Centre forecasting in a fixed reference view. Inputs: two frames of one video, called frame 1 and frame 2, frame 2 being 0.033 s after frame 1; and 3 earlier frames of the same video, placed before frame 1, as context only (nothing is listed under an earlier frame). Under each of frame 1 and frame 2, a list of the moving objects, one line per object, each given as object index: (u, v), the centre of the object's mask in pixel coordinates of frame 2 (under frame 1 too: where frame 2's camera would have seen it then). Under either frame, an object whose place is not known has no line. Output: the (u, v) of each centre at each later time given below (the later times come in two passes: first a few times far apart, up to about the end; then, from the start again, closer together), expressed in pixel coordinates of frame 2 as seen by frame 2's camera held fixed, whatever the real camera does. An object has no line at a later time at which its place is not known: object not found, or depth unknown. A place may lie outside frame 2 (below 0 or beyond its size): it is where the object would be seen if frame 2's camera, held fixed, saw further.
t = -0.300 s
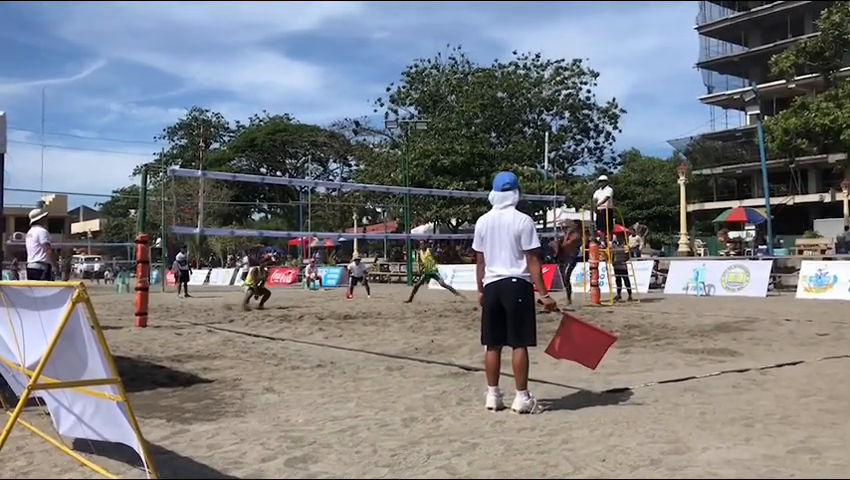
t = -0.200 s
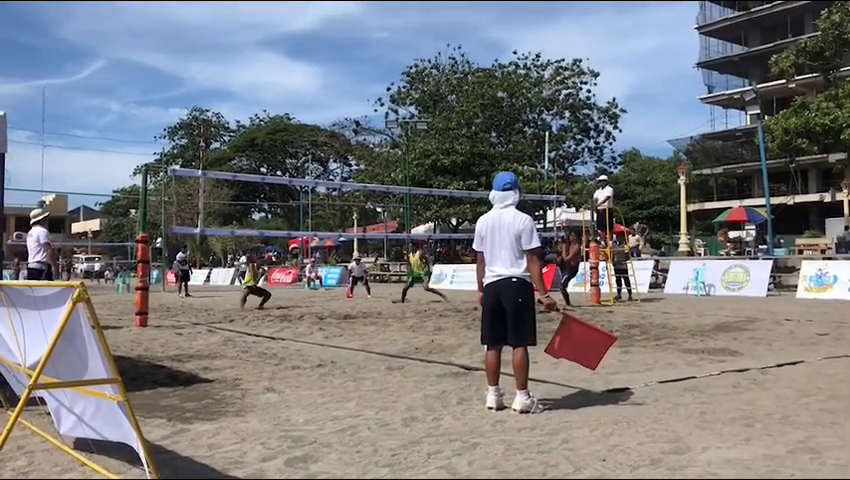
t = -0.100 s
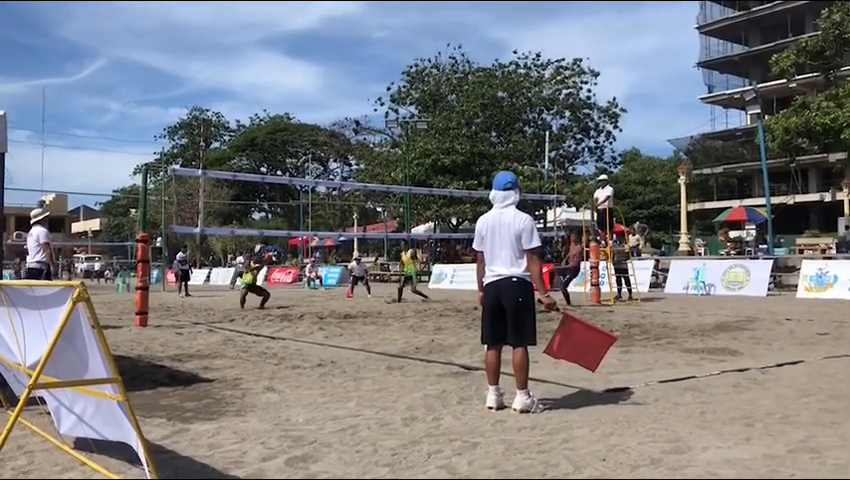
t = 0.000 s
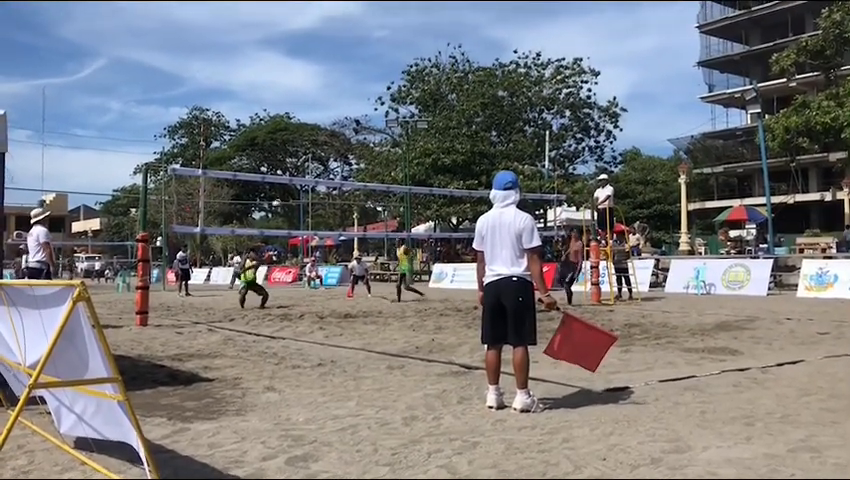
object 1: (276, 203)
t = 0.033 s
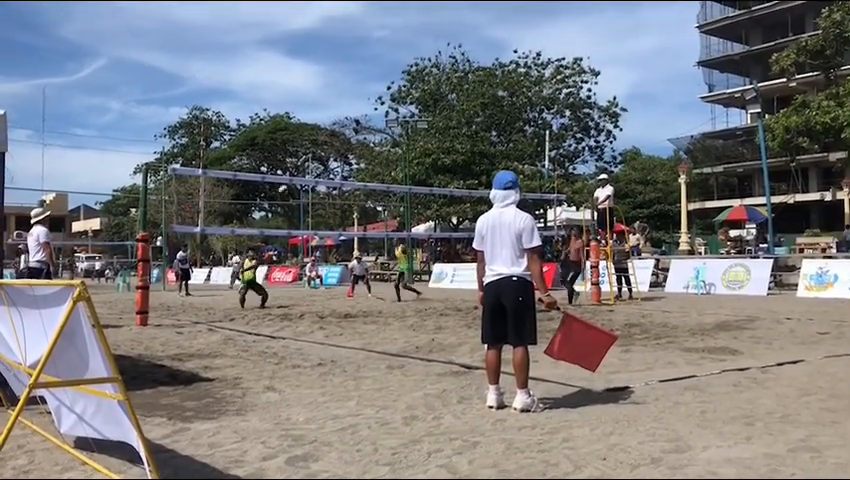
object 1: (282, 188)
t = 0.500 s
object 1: (367, 44)
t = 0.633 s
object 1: (391, 22)
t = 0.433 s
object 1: (355, 59)
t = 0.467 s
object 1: (361, 52)
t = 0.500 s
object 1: (367, 44)
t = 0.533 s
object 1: (373, 38)
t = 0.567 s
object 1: (379, 32)
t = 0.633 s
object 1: (391, 22)
